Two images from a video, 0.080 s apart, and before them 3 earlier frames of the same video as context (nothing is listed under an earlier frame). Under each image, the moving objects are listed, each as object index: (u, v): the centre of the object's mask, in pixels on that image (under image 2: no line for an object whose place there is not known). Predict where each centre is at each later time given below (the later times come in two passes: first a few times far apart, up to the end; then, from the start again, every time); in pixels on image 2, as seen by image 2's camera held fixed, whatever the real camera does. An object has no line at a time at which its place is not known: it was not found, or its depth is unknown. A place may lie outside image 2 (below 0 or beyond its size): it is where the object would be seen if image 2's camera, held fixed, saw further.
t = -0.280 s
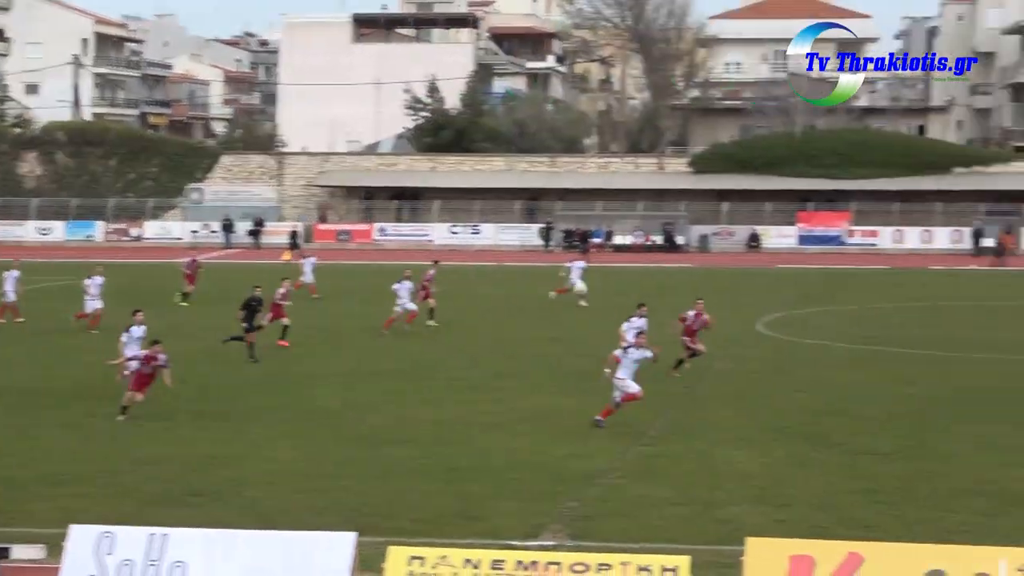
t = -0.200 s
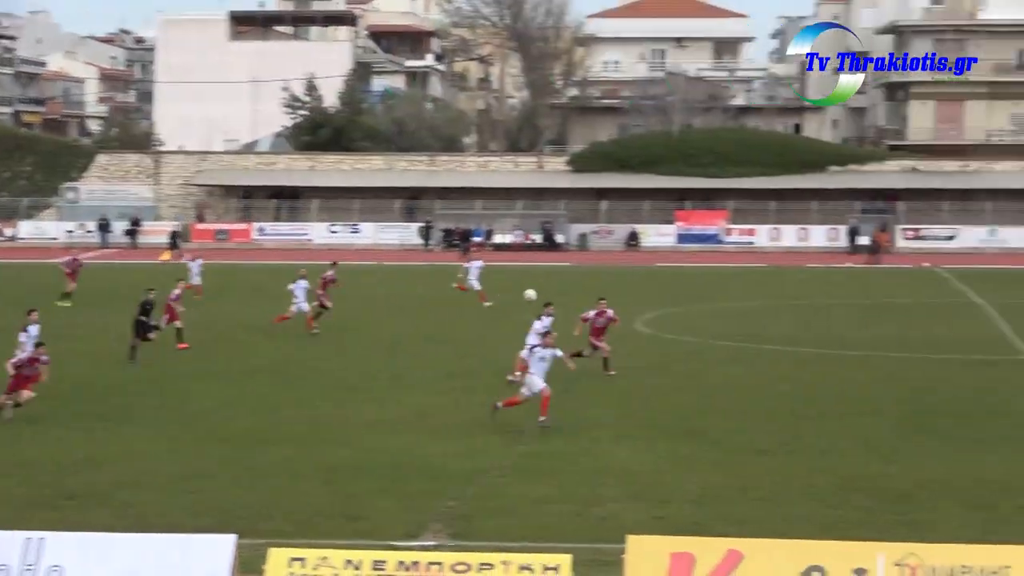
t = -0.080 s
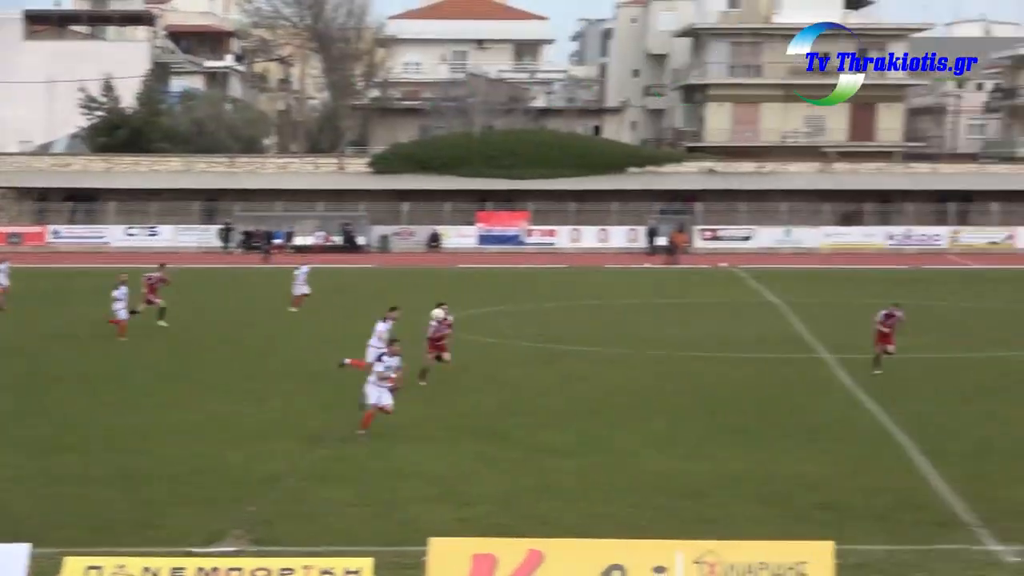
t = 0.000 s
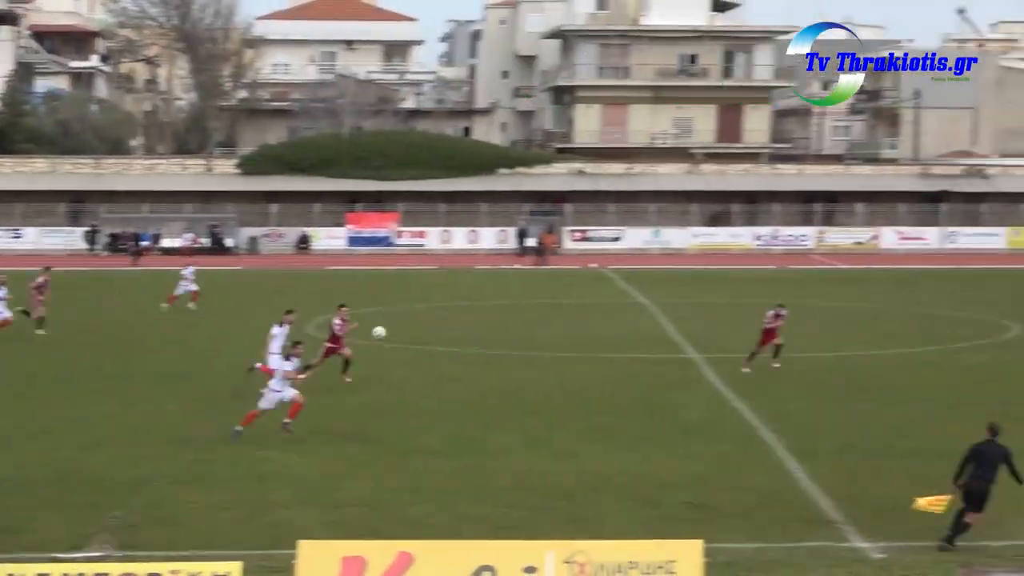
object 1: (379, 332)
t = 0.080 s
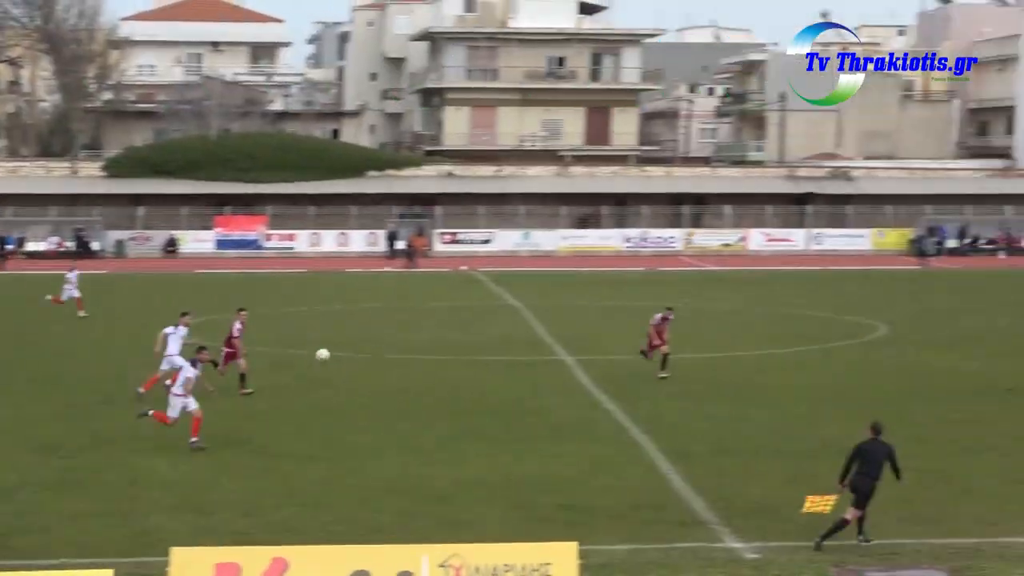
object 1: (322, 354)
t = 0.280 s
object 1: (498, 413)
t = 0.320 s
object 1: (533, 427)
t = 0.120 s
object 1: (359, 364)
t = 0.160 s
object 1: (395, 375)
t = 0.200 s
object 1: (431, 387)
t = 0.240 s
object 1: (466, 399)
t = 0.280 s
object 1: (498, 413)
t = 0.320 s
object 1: (533, 427)
